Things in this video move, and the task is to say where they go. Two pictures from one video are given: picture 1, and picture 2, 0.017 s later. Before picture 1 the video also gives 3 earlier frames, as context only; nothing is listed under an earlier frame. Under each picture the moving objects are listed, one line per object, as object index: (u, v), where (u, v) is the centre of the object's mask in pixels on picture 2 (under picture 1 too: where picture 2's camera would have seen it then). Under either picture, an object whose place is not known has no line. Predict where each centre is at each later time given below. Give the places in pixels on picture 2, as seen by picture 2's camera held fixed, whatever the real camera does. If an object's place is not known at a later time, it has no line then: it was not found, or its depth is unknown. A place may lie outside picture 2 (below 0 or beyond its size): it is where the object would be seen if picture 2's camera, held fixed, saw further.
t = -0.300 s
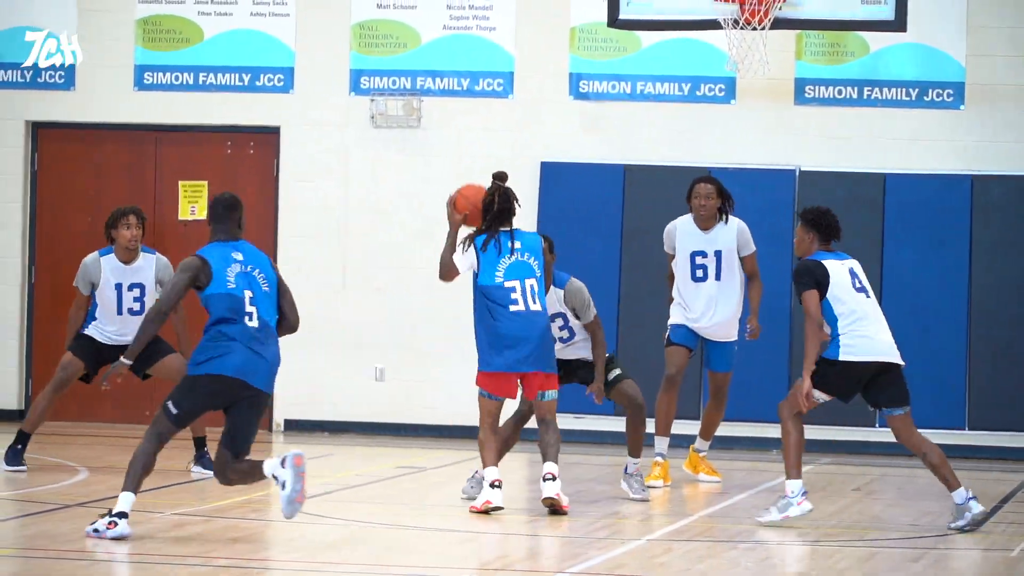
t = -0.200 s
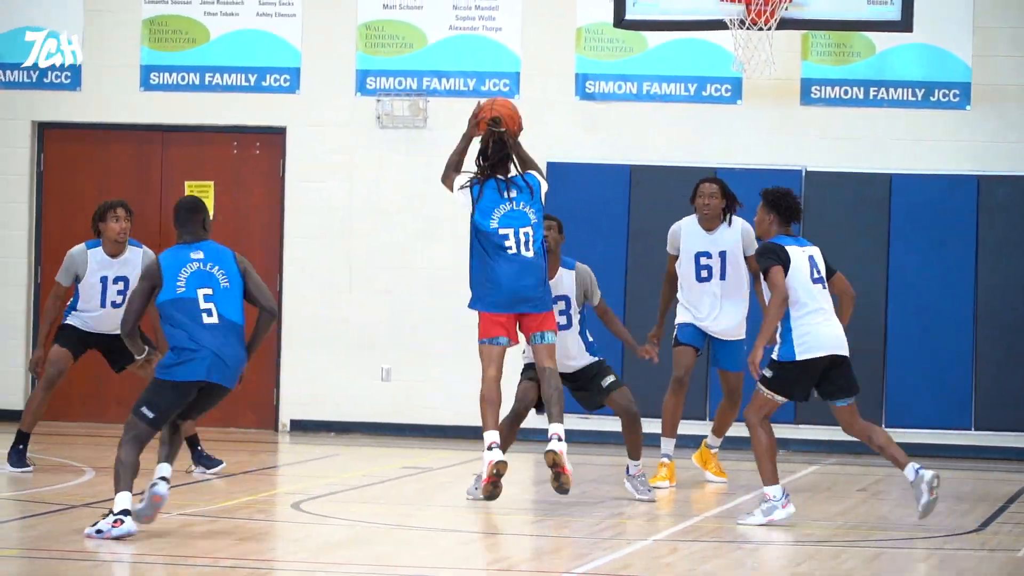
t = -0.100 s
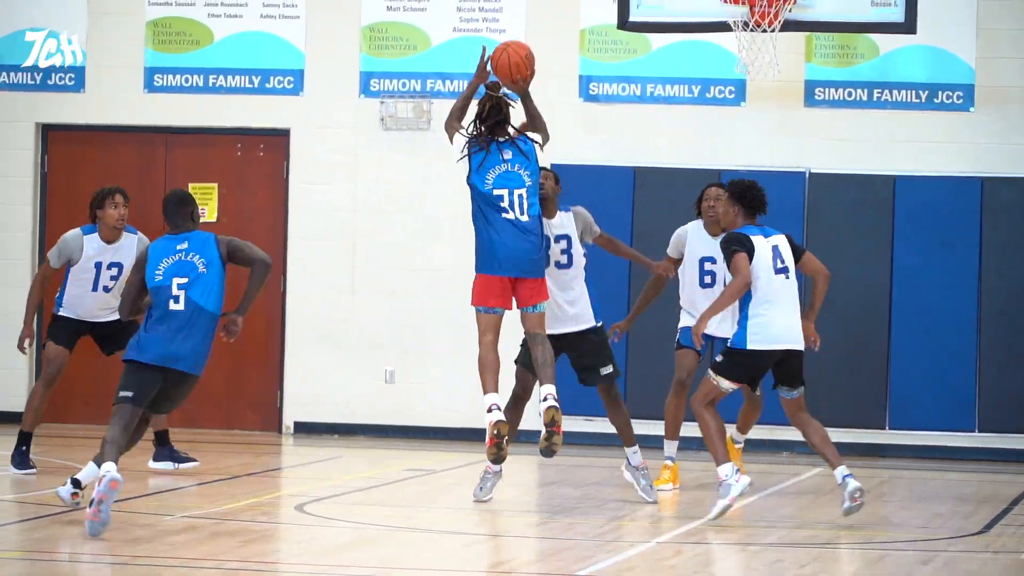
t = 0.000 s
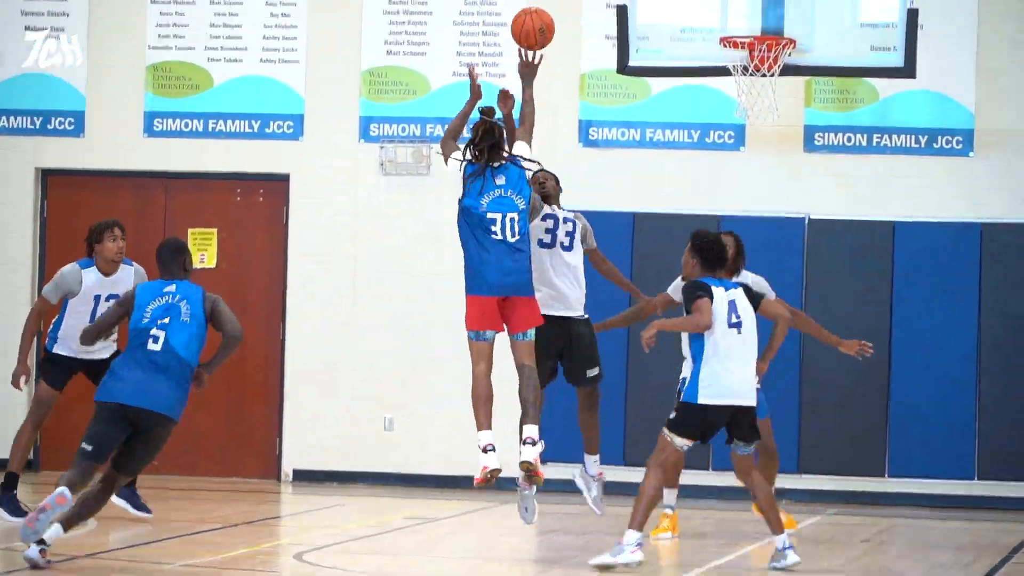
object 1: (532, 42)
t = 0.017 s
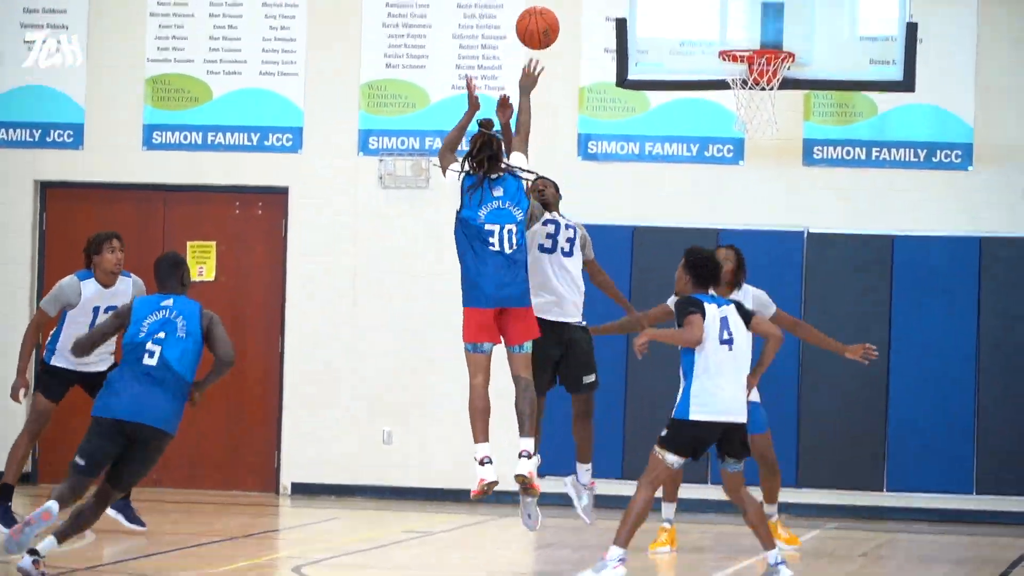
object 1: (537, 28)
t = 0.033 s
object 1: (543, 14)
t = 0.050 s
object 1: (549, 1)
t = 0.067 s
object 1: (554, -11)
